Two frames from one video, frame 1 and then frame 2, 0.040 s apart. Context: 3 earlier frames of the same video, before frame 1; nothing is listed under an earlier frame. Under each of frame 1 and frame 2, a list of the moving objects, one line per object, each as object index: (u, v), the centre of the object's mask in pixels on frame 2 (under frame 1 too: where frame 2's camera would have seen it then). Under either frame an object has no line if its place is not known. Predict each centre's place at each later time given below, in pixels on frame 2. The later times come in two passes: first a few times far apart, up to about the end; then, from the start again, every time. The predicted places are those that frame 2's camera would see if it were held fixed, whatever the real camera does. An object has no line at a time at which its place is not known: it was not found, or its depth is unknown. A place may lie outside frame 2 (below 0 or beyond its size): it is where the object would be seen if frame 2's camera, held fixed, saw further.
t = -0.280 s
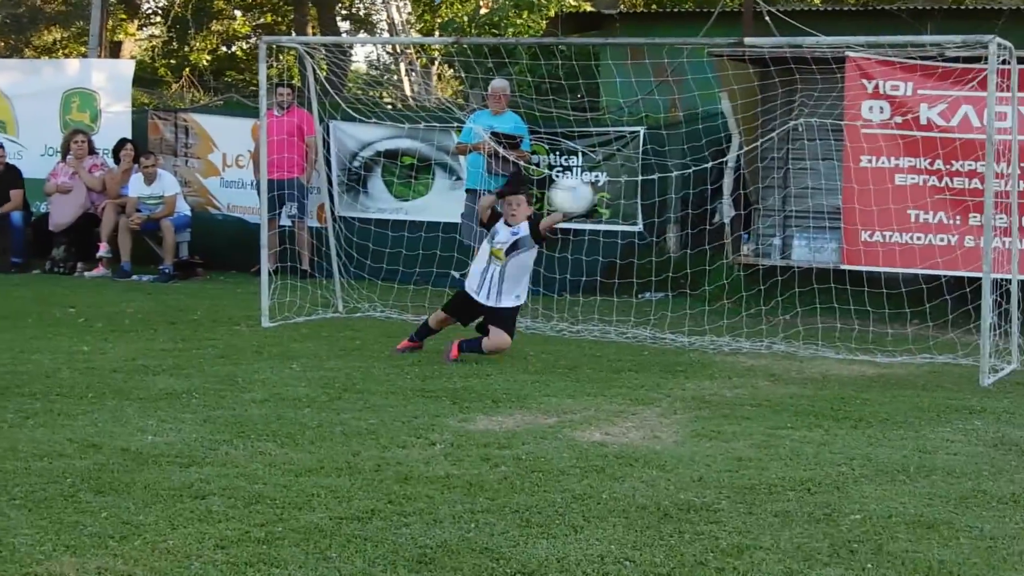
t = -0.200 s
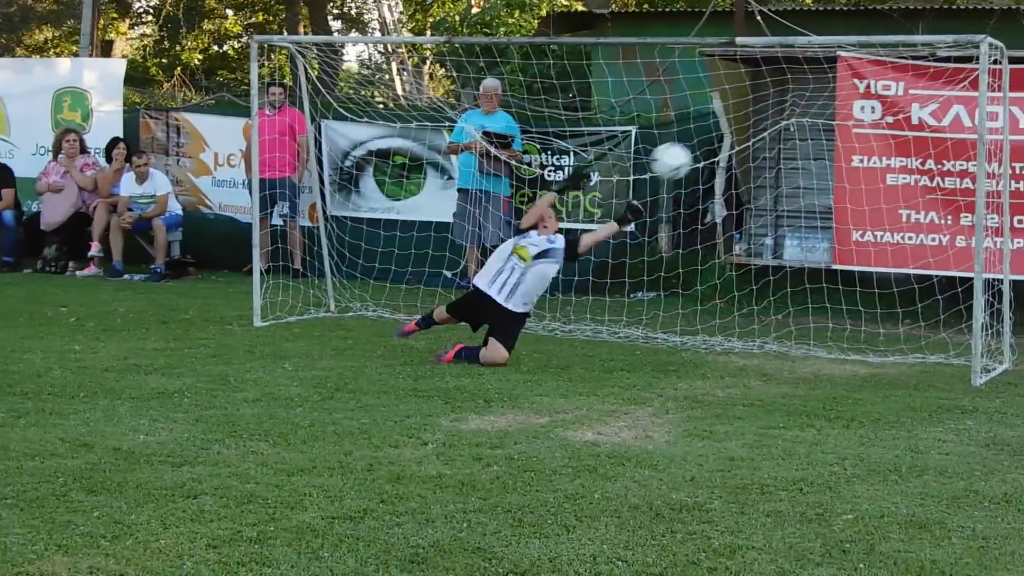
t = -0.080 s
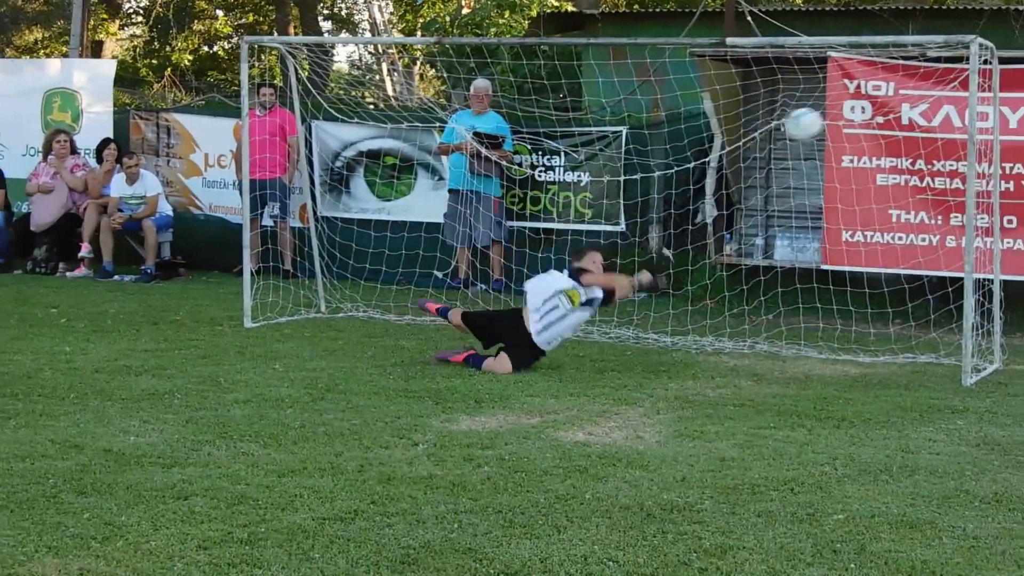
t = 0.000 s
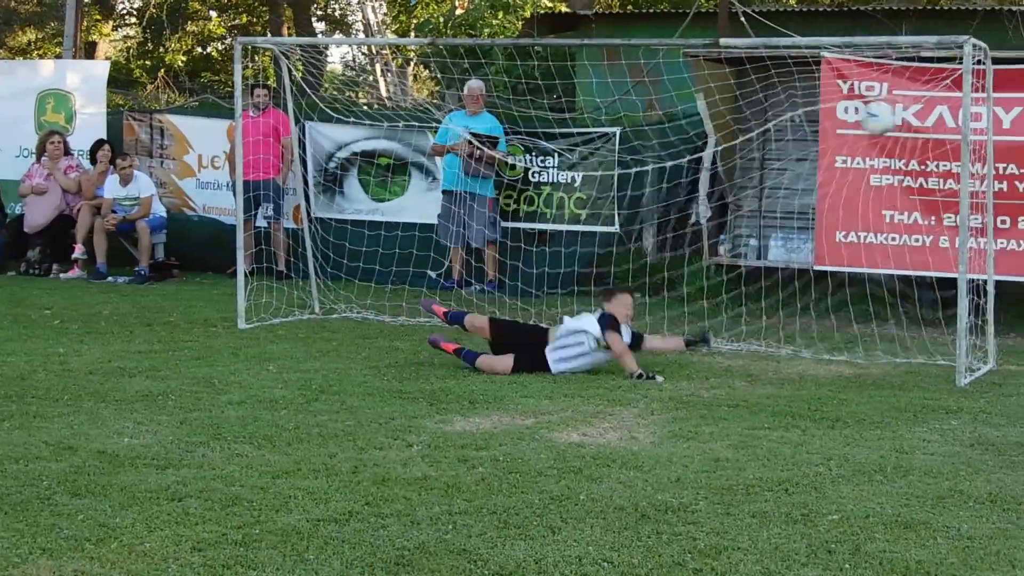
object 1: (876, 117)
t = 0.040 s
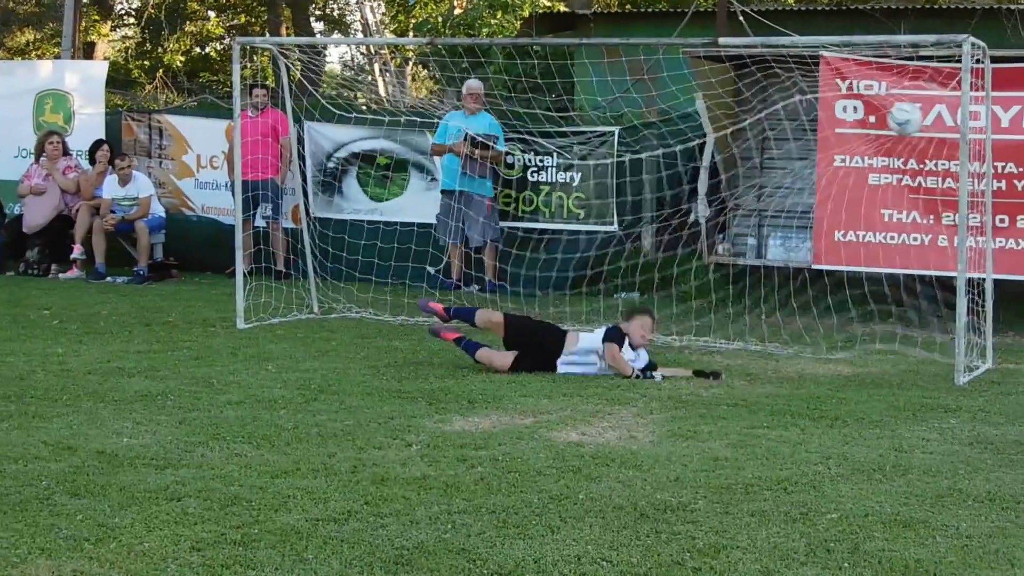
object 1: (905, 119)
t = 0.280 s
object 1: (1003, 184)
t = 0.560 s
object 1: (987, 340)
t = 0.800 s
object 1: (922, 272)
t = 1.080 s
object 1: (842, 311)
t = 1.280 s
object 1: (787, 336)
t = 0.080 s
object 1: (927, 122)
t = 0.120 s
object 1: (944, 127)
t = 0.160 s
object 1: (959, 138)
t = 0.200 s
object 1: (978, 148)
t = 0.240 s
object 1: (991, 165)
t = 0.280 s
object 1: (1003, 184)
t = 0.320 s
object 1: (1009, 206)
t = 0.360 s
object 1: (1011, 230)
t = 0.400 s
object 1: (1010, 256)
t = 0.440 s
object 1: (1007, 287)
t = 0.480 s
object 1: (1004, 318)
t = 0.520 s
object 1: (997, 347)
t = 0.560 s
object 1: (987, 340)
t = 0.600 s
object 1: (976, 319)
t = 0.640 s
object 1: (966, 305)
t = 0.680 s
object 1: (952, 293)
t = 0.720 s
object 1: (942, 283)
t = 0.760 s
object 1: (932, 276)
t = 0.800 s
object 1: (922, 272)
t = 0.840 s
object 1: (911, 270)
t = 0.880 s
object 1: (899, 270)
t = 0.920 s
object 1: (889, 274)
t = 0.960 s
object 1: (877, 279)
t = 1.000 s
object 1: (865, 287)
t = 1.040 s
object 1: (853, 297)
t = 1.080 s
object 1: (842, 311)
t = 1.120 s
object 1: (829, 328)
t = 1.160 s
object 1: (819, 346)
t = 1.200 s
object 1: (807, 355)
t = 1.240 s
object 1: (797, 344)
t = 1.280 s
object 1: (787, 336)
